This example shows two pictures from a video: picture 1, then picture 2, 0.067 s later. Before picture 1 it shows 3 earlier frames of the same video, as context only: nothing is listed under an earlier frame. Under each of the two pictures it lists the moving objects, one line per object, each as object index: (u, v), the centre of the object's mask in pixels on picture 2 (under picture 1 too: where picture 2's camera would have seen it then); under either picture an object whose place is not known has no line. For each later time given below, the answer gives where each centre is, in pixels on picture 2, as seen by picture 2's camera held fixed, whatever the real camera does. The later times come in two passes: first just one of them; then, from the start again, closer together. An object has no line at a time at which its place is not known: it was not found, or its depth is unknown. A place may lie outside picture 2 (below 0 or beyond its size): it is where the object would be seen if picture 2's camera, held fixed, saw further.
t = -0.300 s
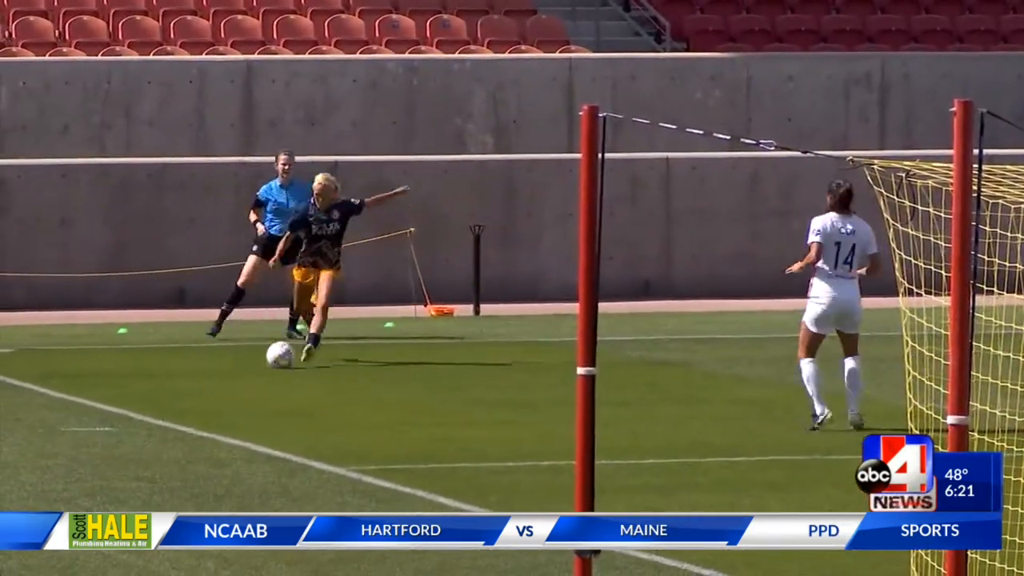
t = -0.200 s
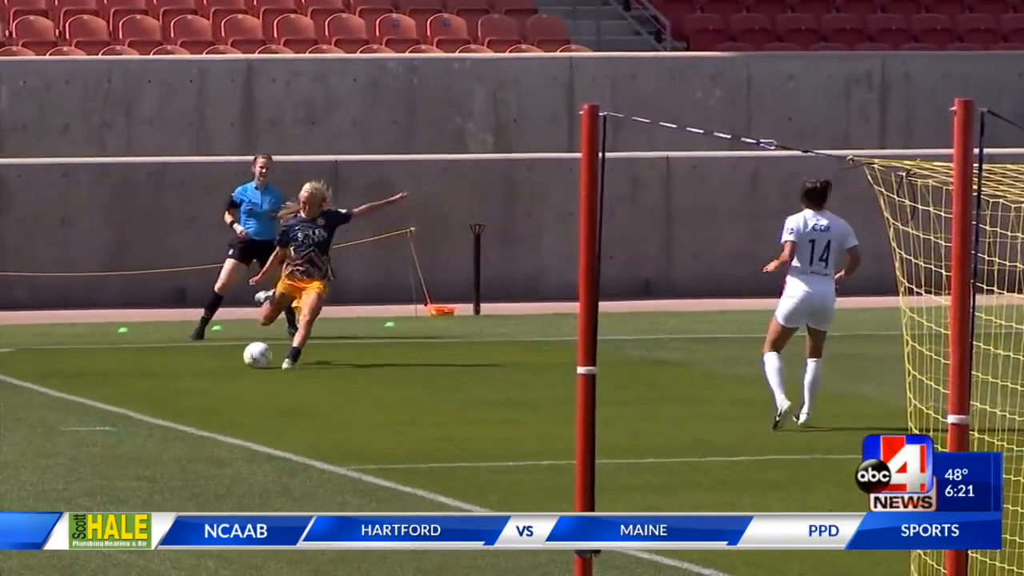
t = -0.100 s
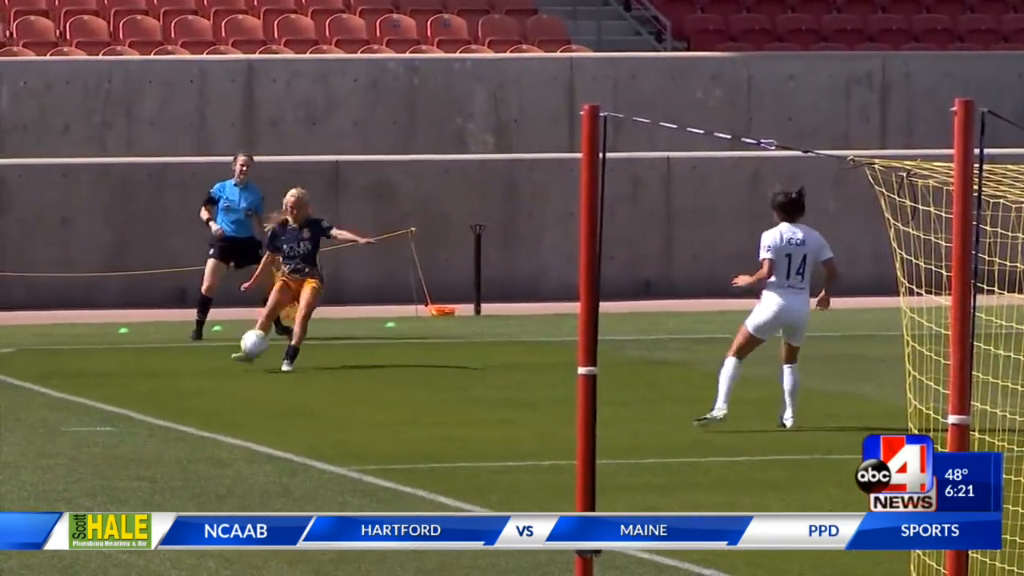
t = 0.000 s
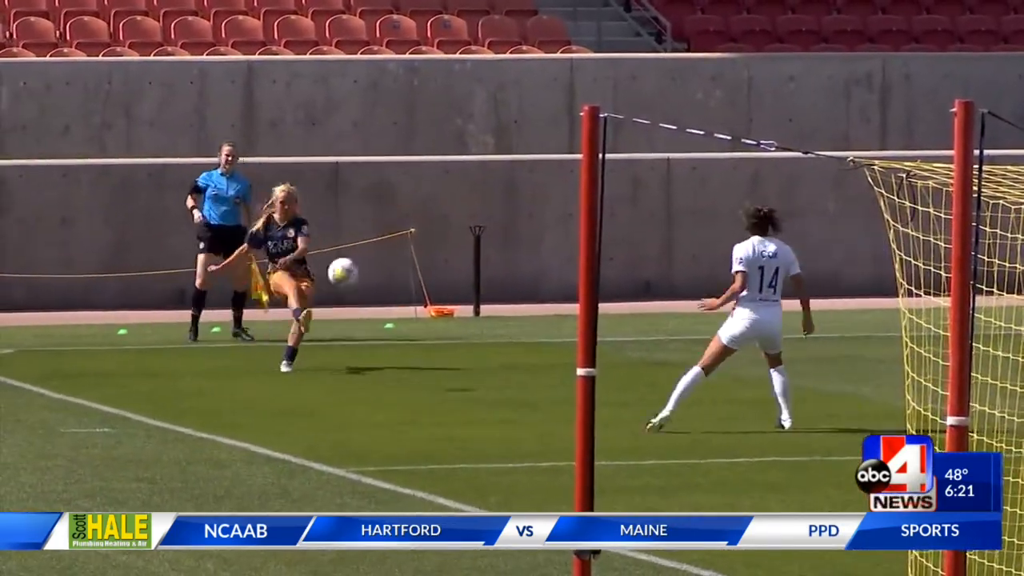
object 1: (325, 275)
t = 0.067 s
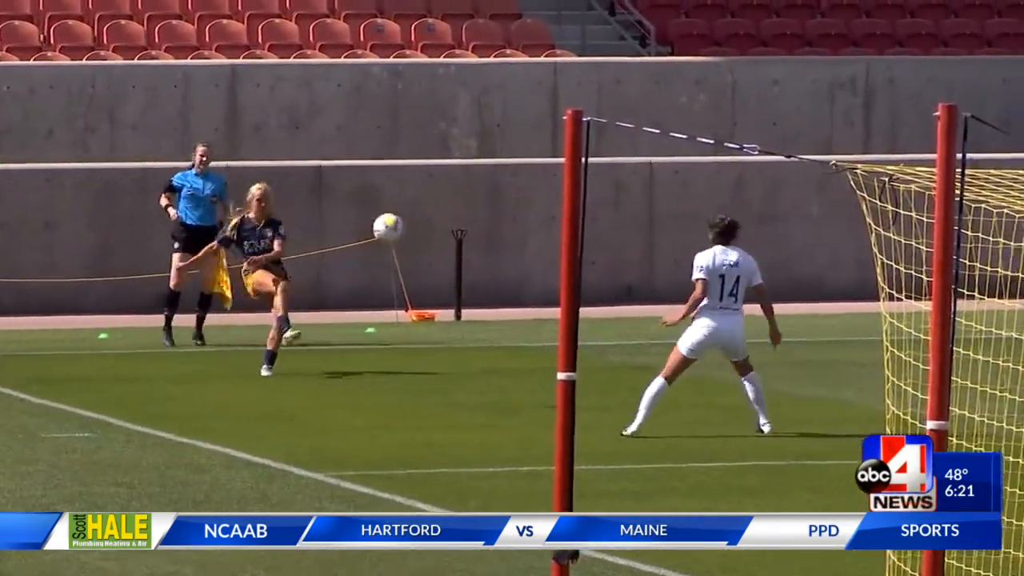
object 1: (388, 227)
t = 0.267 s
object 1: (600, 83)
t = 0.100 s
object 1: (420, 203)
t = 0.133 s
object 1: (453, 180)
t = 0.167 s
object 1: (489, 155)
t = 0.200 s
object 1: (525, 131)
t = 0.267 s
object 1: (600, 83)
